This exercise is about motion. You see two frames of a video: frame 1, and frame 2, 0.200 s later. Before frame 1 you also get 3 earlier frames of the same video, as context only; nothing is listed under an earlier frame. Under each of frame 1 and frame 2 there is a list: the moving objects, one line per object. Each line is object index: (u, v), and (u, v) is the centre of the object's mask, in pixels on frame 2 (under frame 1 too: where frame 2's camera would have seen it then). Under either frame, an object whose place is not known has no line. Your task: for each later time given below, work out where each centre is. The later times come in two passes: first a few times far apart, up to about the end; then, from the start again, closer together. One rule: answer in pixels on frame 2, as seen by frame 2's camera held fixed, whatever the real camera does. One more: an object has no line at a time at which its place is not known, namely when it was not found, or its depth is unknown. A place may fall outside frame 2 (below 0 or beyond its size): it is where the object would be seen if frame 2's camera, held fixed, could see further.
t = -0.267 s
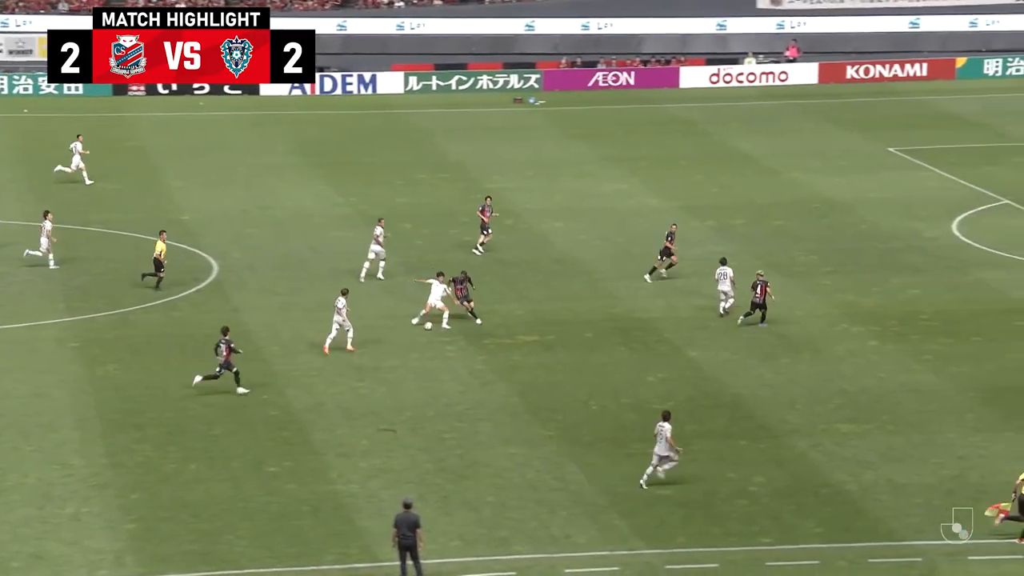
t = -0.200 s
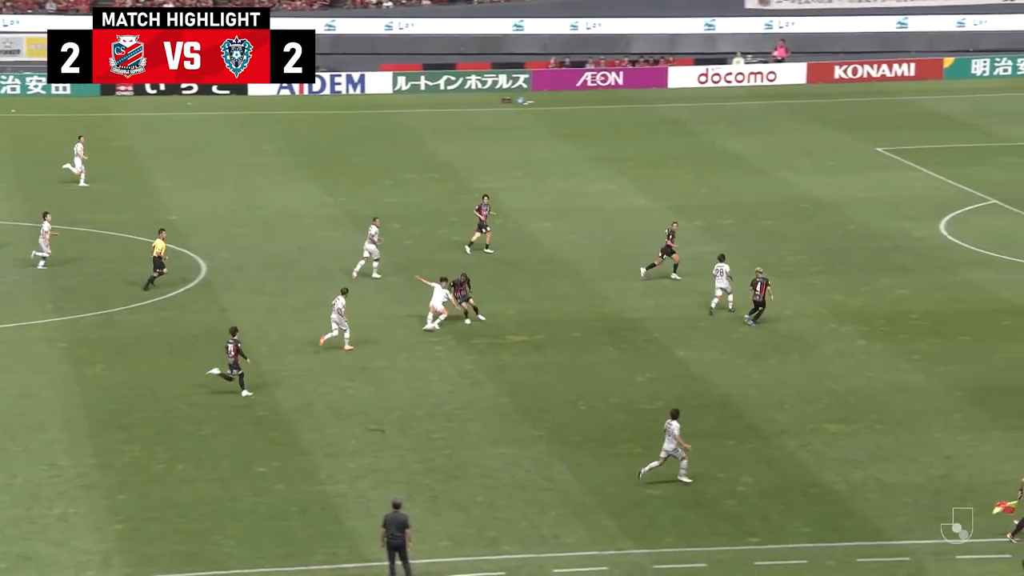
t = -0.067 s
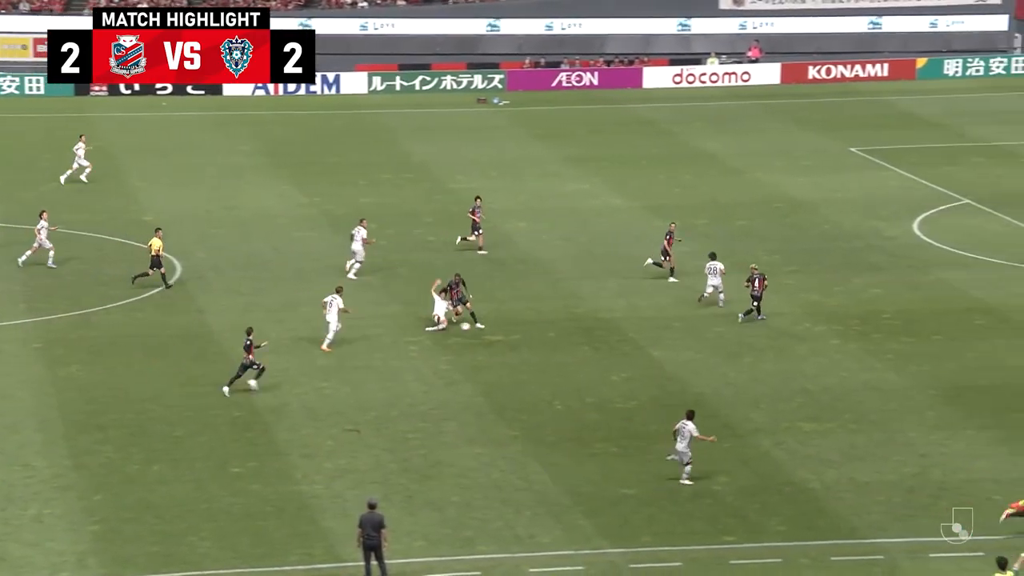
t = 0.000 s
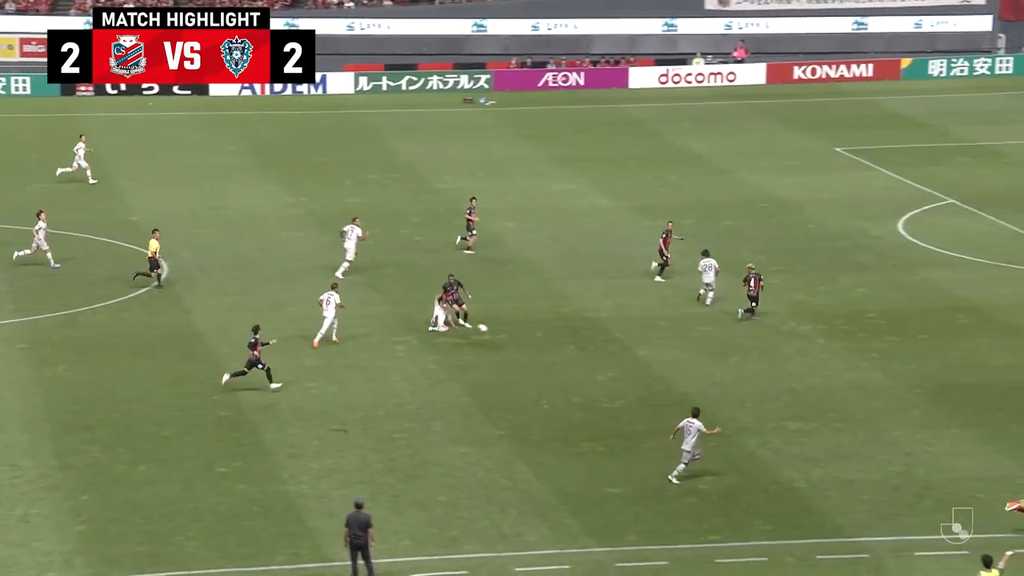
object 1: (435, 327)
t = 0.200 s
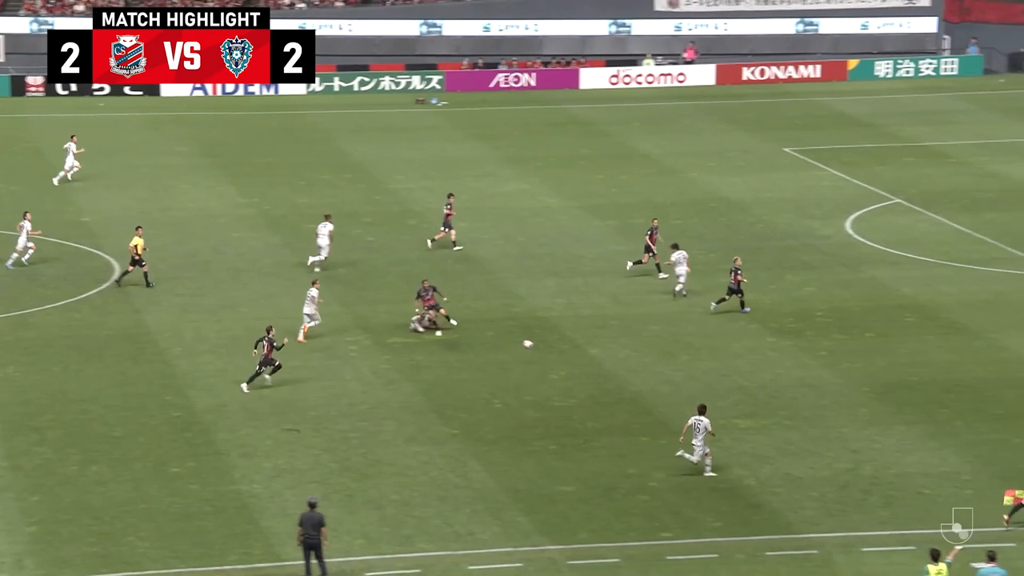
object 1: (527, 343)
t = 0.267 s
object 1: (560, 352)
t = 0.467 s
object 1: (654, 380)
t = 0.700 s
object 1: (759, 392)
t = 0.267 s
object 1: (560, 352)
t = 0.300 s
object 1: (575, 358)
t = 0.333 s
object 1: (591, 363)
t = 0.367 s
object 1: (607, 368)
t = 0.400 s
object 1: (623, 376)
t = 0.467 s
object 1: (654, 380)
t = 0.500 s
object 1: (668, 380)
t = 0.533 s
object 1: (683, 381)
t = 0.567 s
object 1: (698, 382)
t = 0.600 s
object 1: (713, 383)
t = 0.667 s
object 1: (744, 389)
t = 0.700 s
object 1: (759, 392)
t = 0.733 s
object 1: (775, 396)
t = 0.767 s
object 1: (790, 400)
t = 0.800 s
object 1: (806, 405)
